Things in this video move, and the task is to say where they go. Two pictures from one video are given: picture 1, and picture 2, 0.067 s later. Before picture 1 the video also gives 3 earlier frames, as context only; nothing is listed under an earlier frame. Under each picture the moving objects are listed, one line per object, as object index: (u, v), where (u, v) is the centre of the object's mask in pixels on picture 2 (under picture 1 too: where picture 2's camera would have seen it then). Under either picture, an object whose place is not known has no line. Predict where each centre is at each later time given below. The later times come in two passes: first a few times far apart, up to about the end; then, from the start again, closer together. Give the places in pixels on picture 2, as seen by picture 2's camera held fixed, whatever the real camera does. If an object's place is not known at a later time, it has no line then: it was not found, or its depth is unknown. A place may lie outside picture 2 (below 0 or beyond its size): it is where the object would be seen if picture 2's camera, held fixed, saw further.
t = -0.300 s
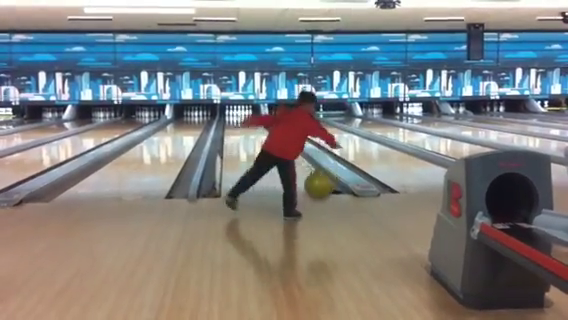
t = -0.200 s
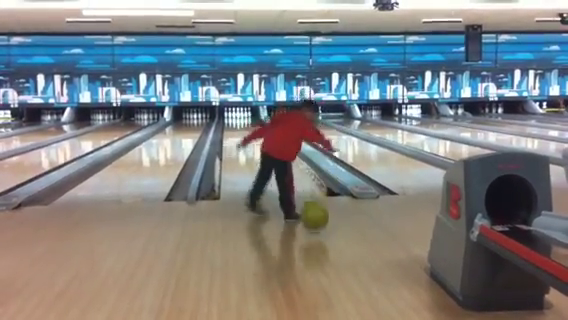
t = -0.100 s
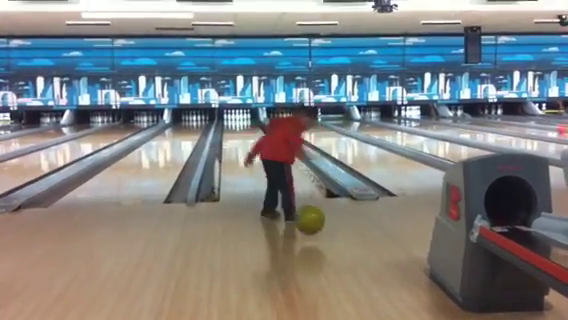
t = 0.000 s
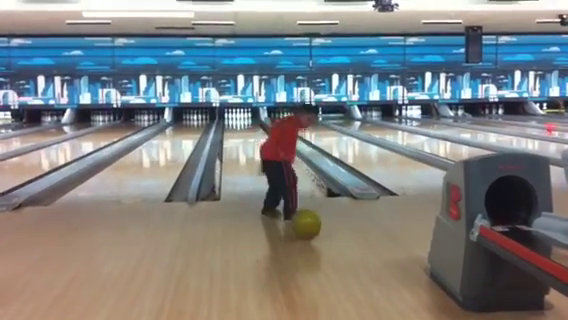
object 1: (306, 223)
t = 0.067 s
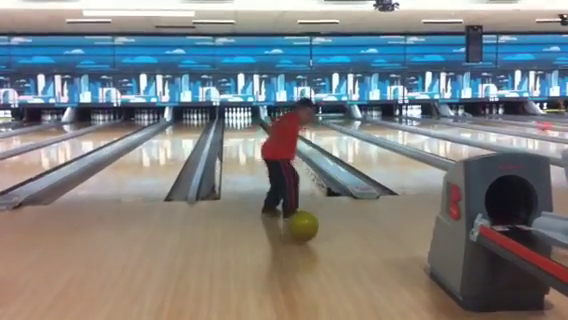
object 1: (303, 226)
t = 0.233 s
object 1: (294, 231)
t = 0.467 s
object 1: (282, 235)
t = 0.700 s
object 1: (268, 241)
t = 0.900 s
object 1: (256, 246)
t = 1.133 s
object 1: (240, 252)
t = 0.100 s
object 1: (301, 228)
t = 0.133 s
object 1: (300, 228)
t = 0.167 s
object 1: (297, 230)
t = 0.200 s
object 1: (296, 230)
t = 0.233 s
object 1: (294, 231)
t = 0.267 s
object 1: (293, 232)
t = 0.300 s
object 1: (292, 233)
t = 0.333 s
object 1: (289, 233)
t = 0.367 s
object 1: (288, 233)
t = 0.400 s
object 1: (285, 234)
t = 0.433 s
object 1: (284, 235)
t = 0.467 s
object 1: (282, 235)
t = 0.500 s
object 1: (279, 236)
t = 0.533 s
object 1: (277, 237)
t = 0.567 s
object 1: (276, 238)
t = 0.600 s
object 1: (274, 239)
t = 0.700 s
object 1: (268, 241)
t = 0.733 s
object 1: (266, 242)
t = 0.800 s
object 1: (262, 244)
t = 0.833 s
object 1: (260, 244)
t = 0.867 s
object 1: (258, 245)
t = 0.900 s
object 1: (256, 246)
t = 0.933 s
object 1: (254, 247)
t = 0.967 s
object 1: (251, 248)
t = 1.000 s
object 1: (249, 249)
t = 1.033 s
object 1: (247, 249)
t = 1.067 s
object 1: (245, 250)
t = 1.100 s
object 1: (242, 251)
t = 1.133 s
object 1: (240, 252)
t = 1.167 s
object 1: (237, 253)
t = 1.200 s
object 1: (235, 254)
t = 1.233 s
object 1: (233, 255)
